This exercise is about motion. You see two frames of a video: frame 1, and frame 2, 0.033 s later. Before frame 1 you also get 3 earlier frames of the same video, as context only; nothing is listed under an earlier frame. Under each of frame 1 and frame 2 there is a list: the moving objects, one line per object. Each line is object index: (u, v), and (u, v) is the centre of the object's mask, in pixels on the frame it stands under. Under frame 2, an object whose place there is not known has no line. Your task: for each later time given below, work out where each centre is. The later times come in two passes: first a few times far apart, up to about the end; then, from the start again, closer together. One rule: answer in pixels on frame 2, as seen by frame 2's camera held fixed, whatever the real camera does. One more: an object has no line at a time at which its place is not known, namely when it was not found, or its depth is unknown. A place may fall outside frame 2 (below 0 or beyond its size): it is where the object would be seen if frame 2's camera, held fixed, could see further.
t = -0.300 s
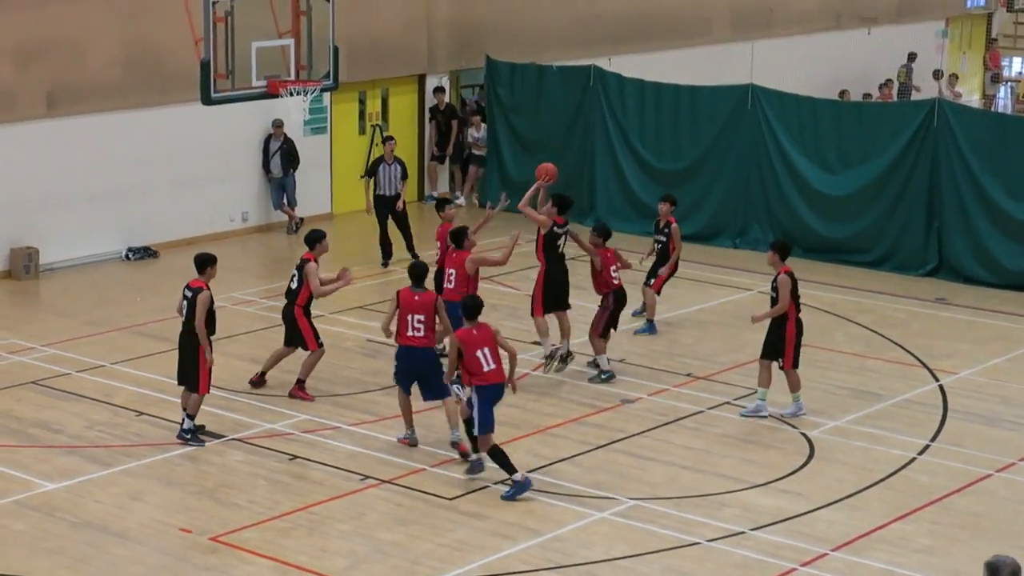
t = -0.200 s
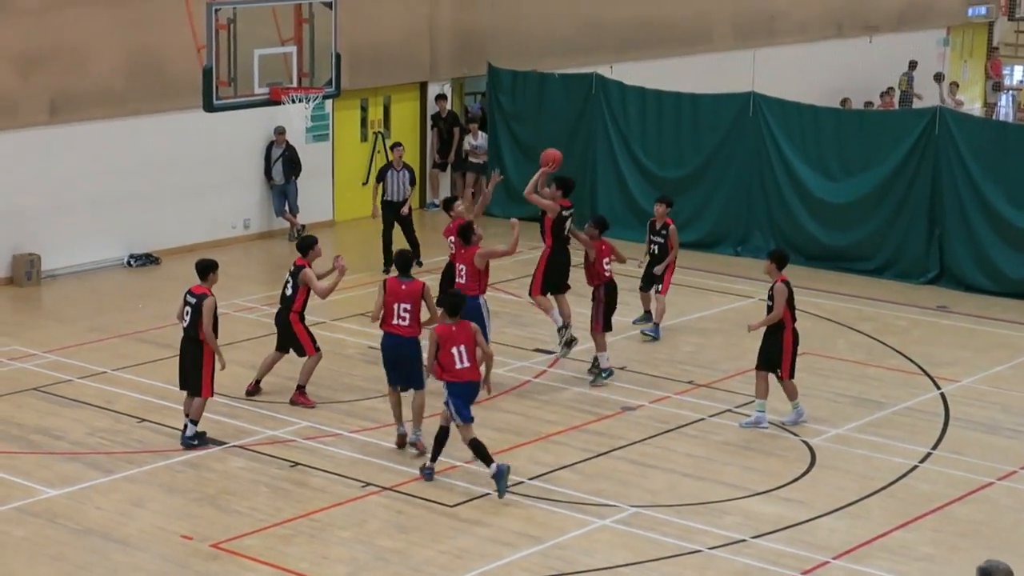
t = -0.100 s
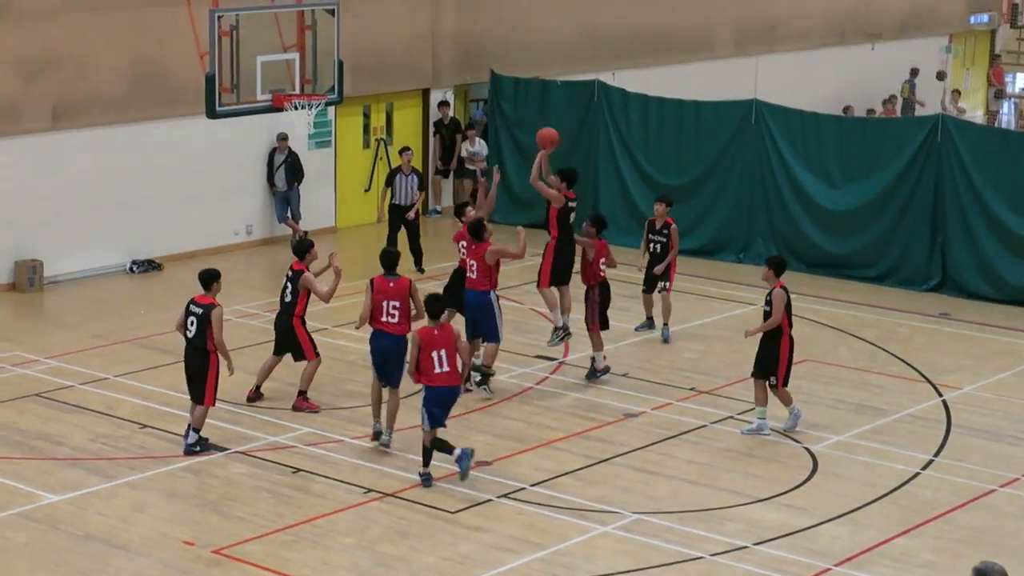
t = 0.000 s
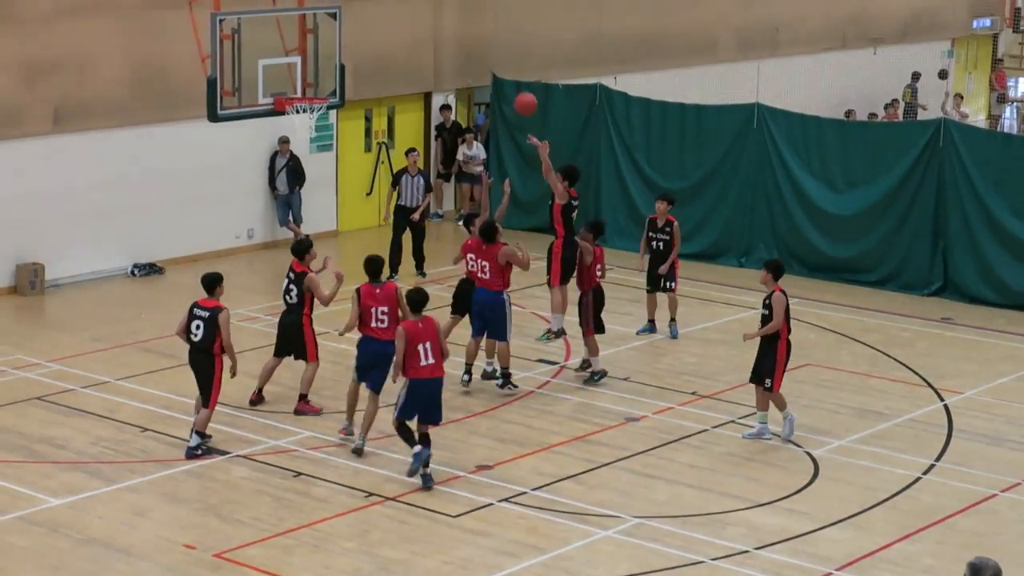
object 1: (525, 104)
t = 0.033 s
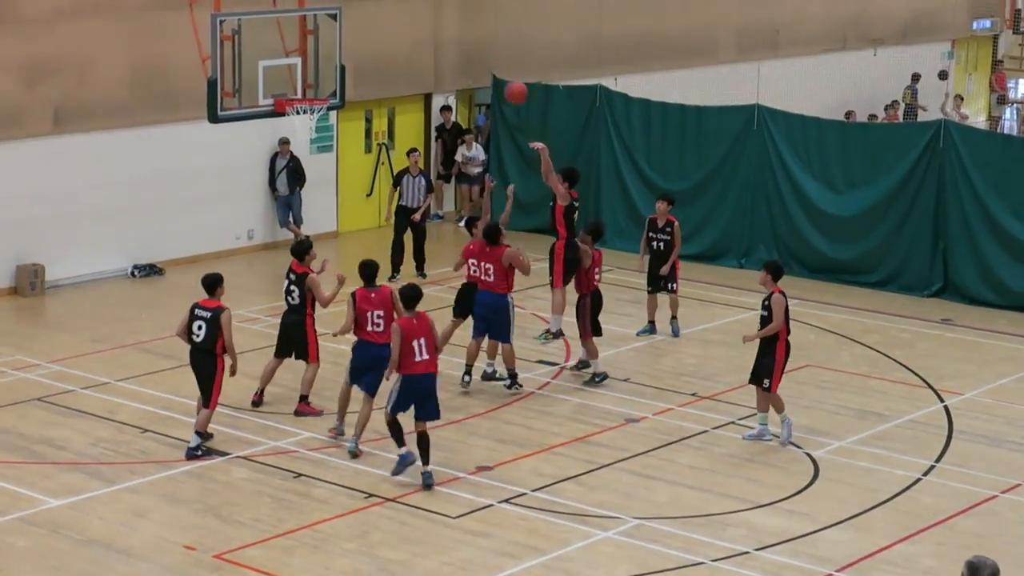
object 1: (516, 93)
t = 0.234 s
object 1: (454, 38)
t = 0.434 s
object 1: (394, 22)
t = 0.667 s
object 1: (323, 50)
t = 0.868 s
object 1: (276, 72)
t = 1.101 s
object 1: (273, 41)
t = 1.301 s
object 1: (279, 58)
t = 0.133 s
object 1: (485, 61)
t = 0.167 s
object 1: (475, 52)
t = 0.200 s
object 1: (464, 45)
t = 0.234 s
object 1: (454, 38)
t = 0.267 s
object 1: (444, 33)
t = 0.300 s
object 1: (434, 29)
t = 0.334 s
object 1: (424, 25)
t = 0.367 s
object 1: (413, 23)
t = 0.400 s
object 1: (404, 22)
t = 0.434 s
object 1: (394, 22)
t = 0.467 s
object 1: (383, 22)
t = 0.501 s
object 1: (373, 24)
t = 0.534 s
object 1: (363, 28)
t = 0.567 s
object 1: (353, 31)
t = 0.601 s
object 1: (343, 37)
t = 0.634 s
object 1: (333, 43)
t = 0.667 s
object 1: (323, 50)
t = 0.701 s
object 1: (313, 58)
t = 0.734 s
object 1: (304, 68)
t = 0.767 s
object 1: (294, 79)
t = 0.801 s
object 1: (284, 90)
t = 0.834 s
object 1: (280, 82)
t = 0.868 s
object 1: (276, 72)
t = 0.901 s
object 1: (272, 63)
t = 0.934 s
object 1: (268, 56)
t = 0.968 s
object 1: (269, 50)
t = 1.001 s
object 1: (270, 46)
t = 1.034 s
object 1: (271, 43)
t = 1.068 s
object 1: (273, 41)
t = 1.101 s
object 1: (273, 41)
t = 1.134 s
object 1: (274, 41)
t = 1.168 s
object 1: (276, 42)
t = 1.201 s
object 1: (277, 44)
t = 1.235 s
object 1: (278, 48)
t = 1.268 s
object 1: (279, 52)
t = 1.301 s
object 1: (279, 58)
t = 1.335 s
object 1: (281, 65)
